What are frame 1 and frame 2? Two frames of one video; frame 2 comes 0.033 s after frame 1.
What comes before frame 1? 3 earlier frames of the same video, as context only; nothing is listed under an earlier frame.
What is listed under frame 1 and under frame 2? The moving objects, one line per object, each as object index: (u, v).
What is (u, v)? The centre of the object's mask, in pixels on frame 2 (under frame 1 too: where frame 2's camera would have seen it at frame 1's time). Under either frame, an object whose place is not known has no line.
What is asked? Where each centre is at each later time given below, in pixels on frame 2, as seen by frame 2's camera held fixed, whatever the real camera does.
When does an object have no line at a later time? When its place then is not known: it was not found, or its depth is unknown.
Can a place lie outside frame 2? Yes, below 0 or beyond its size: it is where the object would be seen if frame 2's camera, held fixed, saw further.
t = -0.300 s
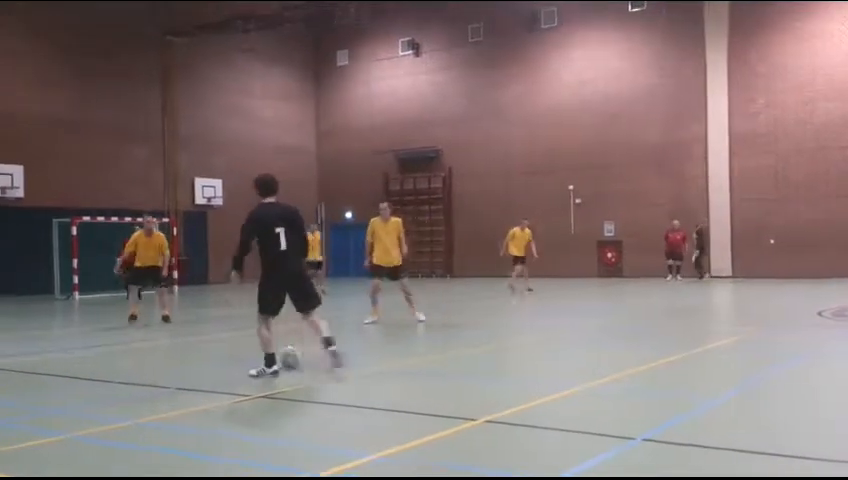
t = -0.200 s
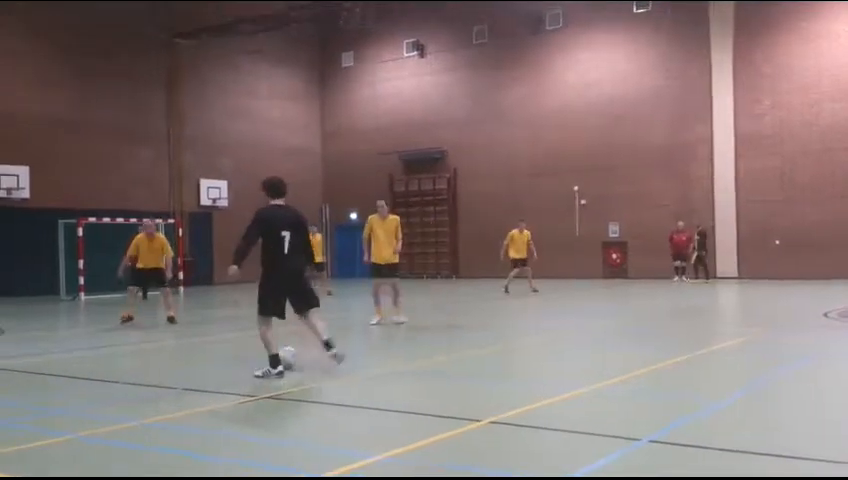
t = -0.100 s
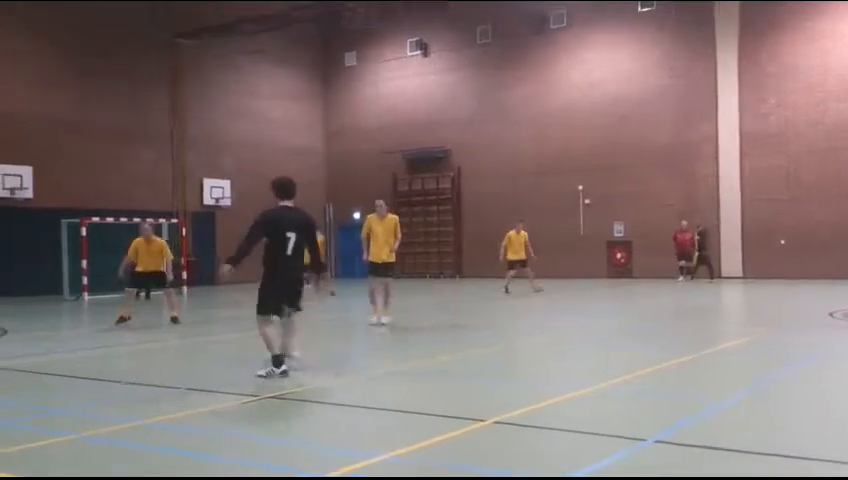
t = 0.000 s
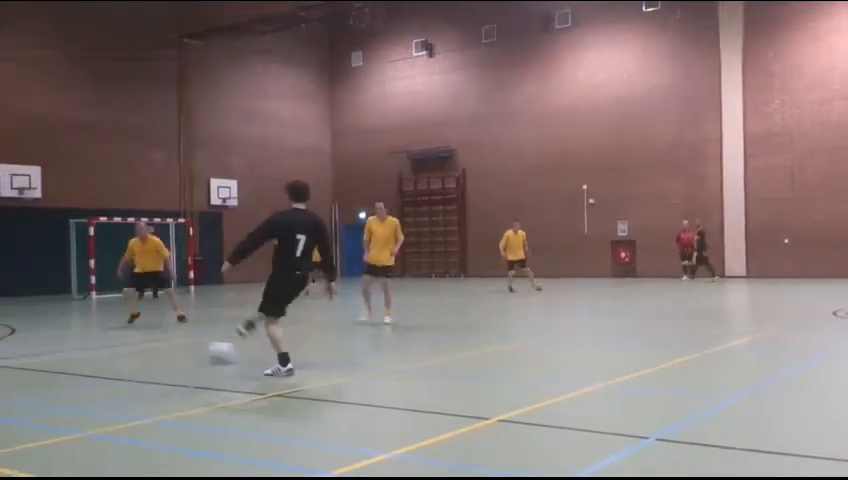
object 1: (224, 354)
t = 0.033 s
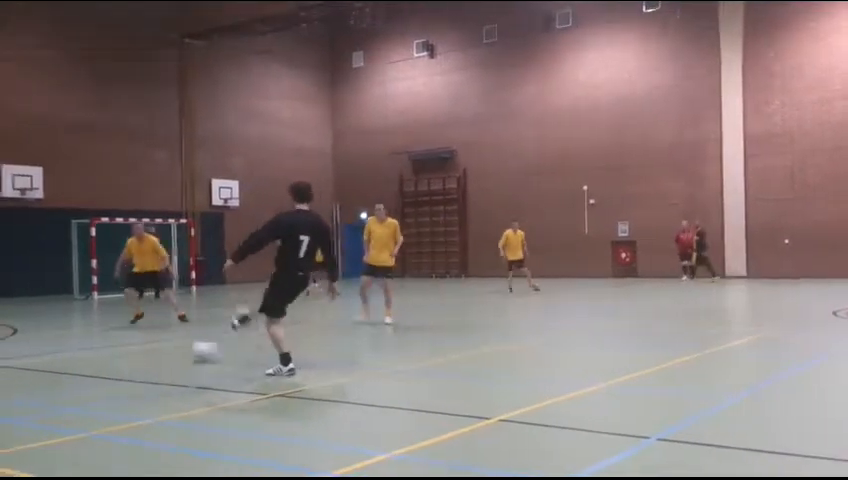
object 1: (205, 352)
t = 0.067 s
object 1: (187, 351)
